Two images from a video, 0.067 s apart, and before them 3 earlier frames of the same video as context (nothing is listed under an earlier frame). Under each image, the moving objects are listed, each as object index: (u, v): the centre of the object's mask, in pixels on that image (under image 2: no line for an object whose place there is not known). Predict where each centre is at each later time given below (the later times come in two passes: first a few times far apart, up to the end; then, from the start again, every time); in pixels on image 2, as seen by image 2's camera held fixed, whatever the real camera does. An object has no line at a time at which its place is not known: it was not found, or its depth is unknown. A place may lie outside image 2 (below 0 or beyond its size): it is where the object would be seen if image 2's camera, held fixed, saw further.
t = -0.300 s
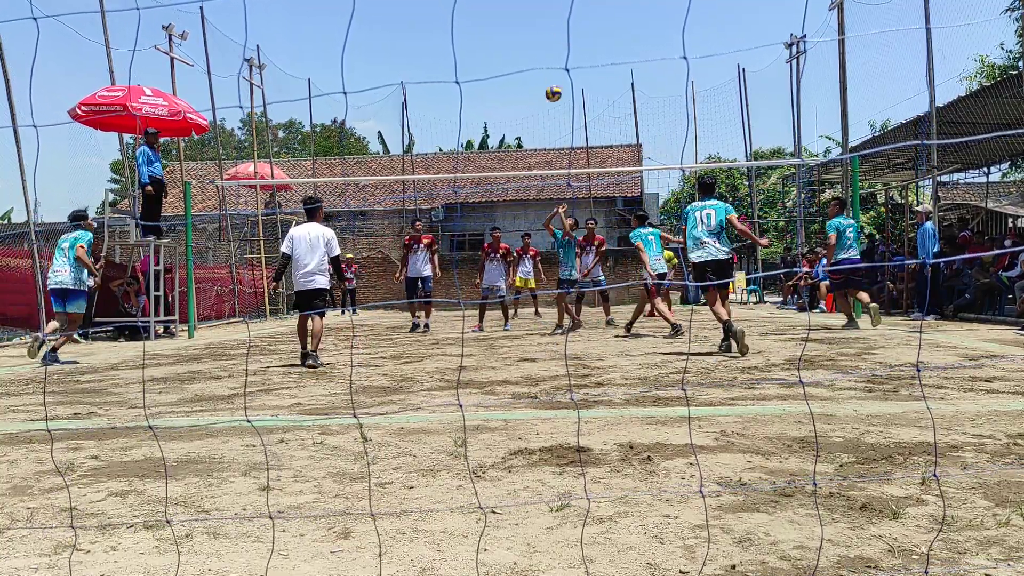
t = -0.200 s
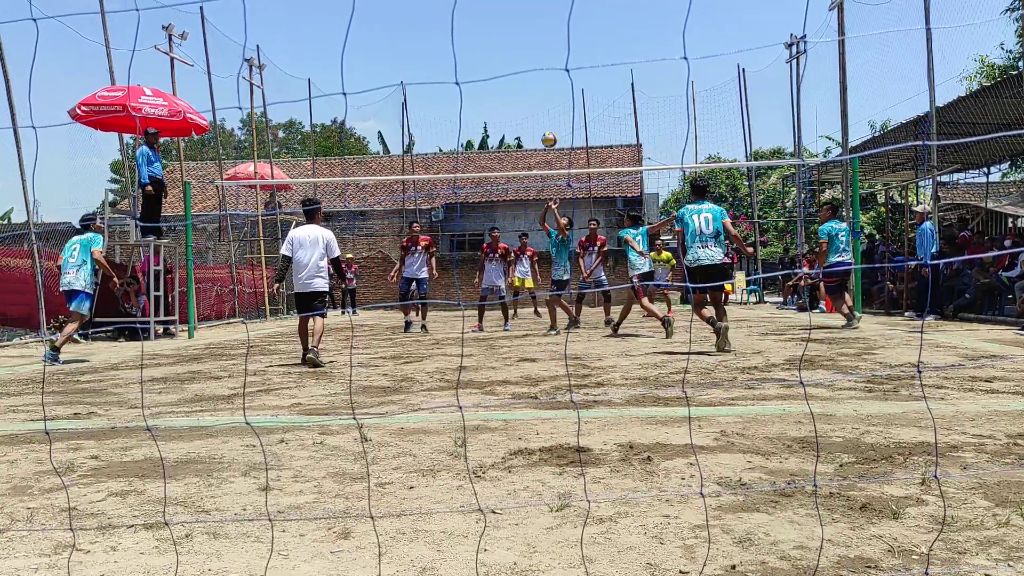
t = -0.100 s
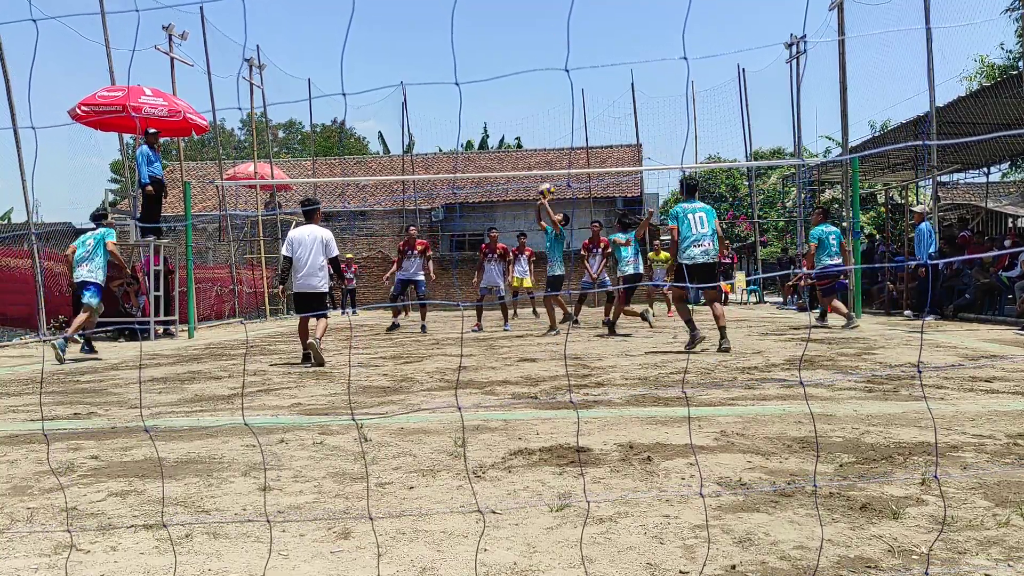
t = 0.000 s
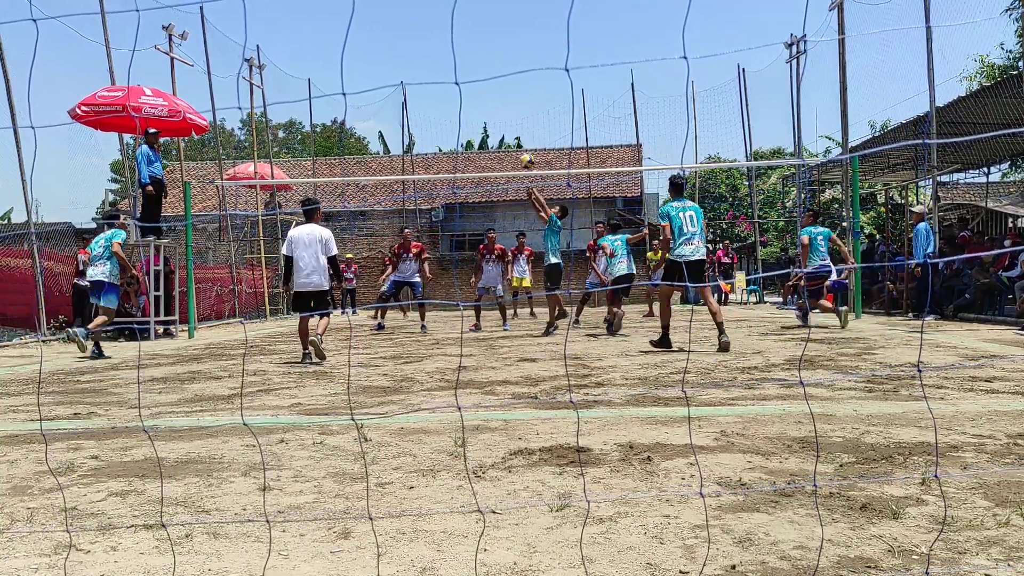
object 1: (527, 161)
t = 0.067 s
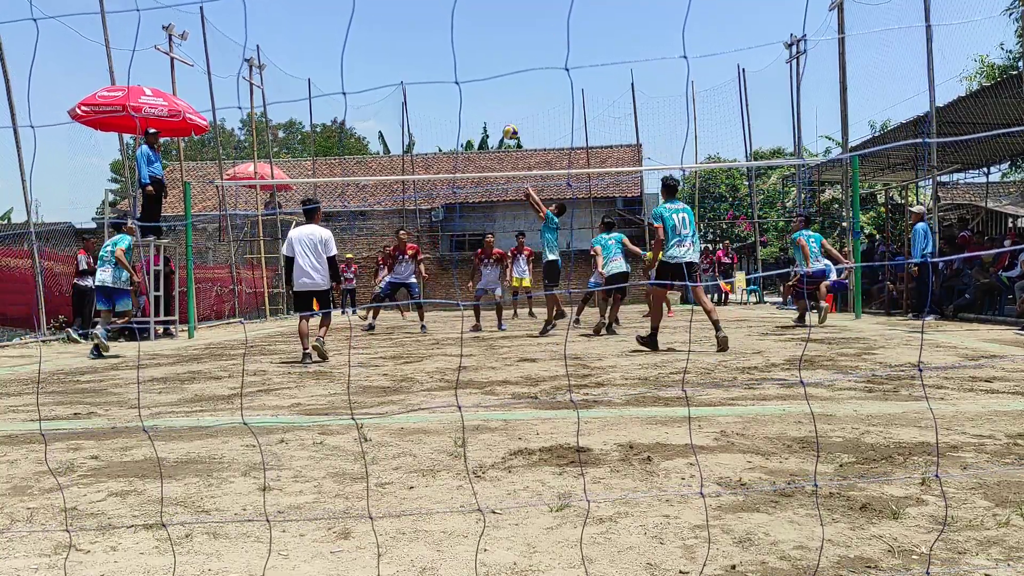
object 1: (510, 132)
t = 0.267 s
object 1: (462, 66)
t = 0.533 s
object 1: (405, 25)
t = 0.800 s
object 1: (356, 36)
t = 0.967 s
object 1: (328, 67)
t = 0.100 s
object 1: (502, 119)
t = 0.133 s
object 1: (494, 106)
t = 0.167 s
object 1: (486, 95)
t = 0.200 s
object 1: (478, 84)
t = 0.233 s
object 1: (470, 74)
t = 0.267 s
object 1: (462, 66)
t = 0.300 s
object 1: (455, 58)
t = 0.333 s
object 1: (447, 51)
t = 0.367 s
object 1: (440, 44)
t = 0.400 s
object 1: (432, 39)
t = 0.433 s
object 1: (425, 34)
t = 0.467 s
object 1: (418, 30)
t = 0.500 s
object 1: (412, 28)
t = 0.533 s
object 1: (405, 25)
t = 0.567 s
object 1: (398, 24)
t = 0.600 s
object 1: (392, 23)
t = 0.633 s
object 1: (386, 24)
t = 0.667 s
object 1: (380, 25)
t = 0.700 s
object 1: (373, 26)
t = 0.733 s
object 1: (368, 29)
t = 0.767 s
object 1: (362, 32)
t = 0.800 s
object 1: (356, 36)
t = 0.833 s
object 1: (350, 41)
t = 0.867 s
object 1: (345, 46)
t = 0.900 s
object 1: (339, 52)
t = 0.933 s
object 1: (334, 59)
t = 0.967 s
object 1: (328, 67)
